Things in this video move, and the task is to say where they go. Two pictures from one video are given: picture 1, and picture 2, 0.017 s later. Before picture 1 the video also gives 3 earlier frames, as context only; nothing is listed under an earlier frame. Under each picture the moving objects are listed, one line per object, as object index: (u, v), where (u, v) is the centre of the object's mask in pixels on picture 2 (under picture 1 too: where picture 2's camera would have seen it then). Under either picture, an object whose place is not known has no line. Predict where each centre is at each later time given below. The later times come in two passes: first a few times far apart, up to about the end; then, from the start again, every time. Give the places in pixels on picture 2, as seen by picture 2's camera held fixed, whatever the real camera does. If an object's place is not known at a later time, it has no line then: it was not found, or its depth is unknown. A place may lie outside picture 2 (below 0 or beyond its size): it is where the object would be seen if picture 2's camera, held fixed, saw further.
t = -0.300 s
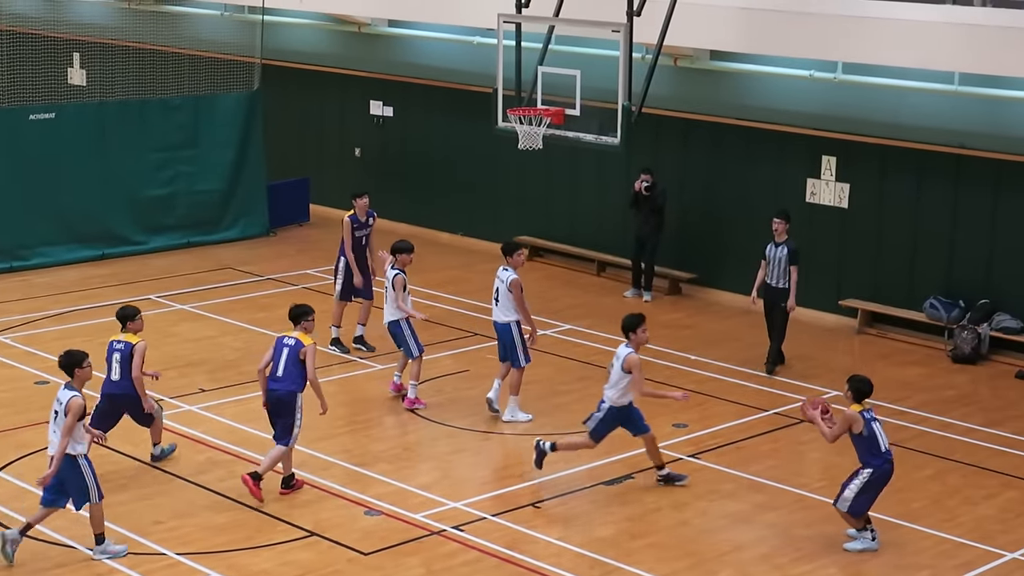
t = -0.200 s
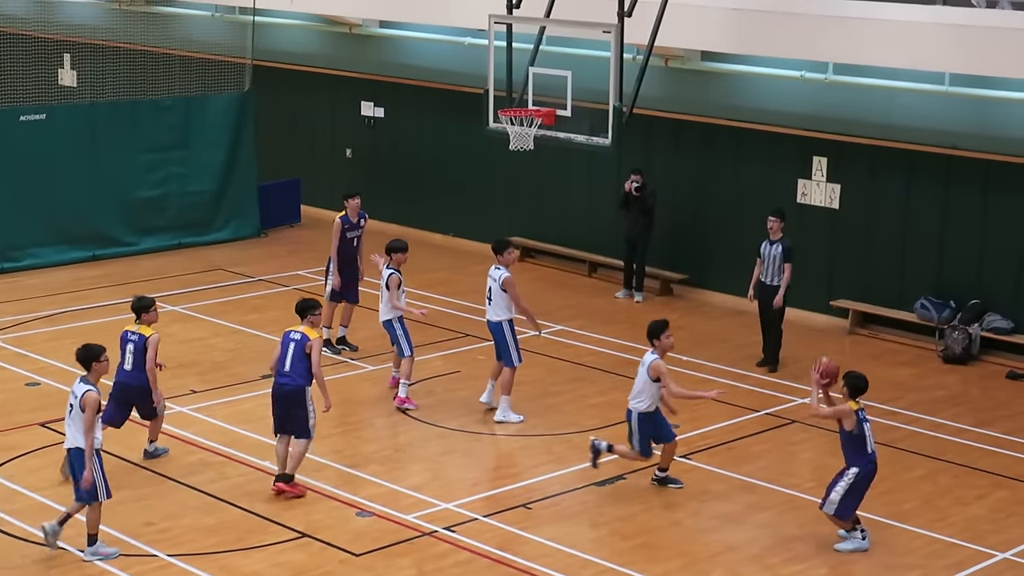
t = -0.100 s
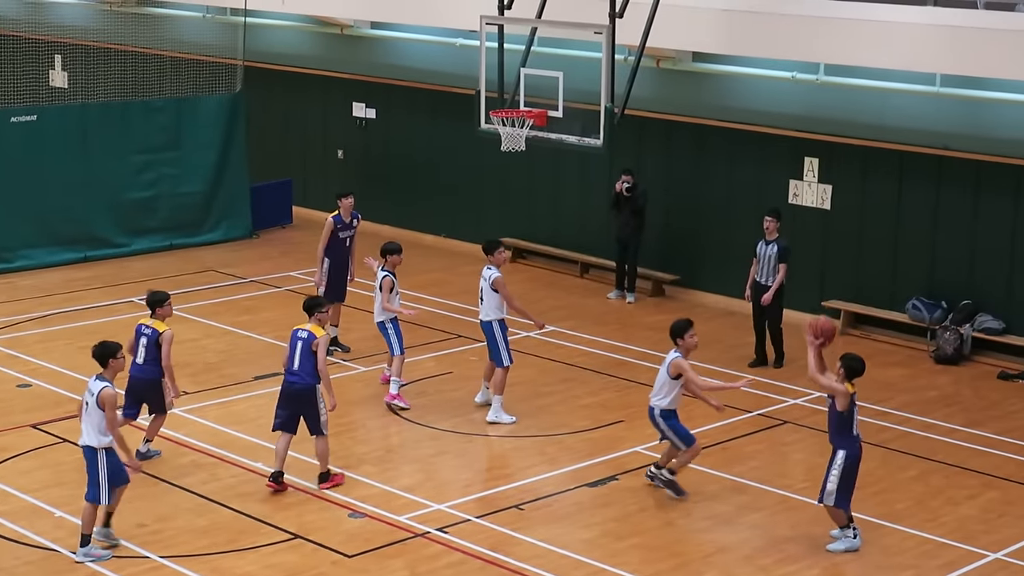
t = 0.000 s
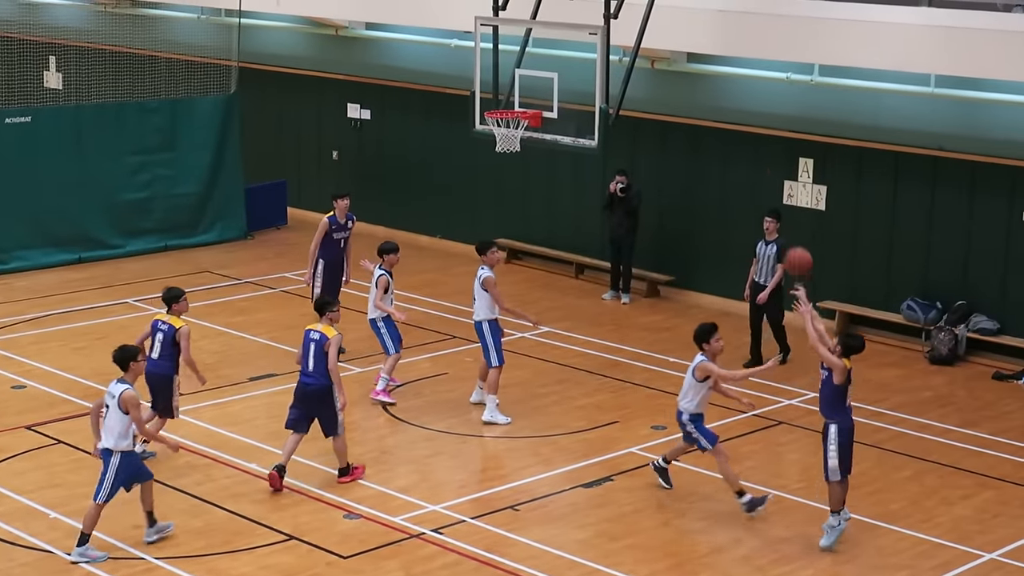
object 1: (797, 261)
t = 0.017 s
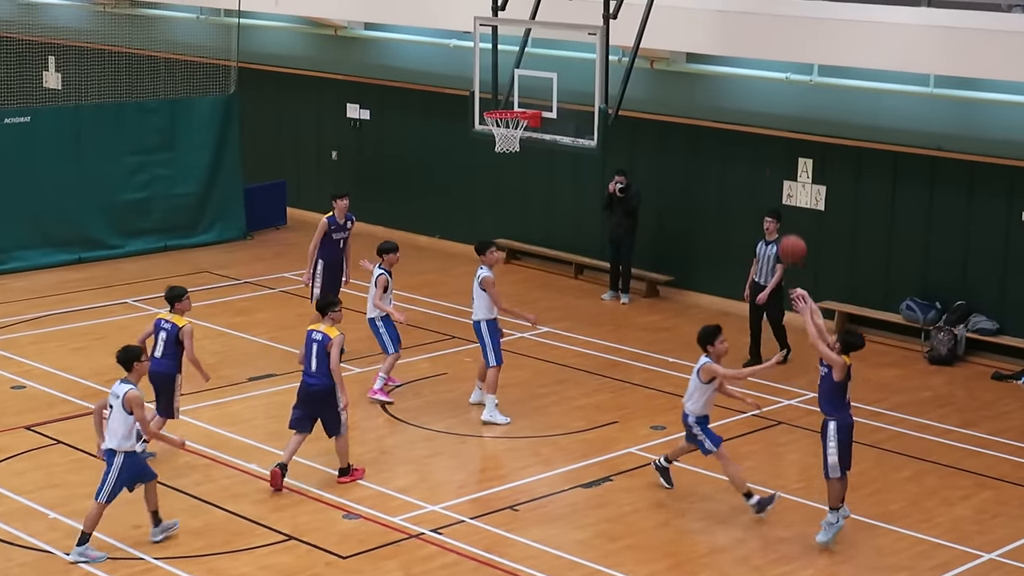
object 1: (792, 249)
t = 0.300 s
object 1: (700, 93)
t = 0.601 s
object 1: (611, 33)
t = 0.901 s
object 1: (531, 69)
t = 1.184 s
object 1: (514, 129)
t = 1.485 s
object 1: (492, 166)
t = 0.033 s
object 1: (787, 236)
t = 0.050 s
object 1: (781, 225)
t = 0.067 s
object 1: (775, 213)
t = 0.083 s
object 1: (769, 202)
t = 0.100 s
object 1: (764, 191)
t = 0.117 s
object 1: (757, 181)
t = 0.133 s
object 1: (753, 172)
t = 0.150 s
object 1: (747, 162)
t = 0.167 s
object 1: (742, 153)
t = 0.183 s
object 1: (737, 144)
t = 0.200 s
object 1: (731, 137)
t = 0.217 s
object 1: (726, 128)
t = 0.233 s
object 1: (721, 120)
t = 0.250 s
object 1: (715, 113)
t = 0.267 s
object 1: (711, 106)
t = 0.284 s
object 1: (705, 99)
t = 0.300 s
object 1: (700, 93)
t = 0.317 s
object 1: (694, 87)
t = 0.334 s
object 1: (689, 82)
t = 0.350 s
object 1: (684, 75)
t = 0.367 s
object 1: (679, 71)
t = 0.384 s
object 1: (674, 68)
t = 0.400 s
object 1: (669, 62)
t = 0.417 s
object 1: (664, 58)
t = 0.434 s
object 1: (659, 54)
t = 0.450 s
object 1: (654, 51)
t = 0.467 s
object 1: (648, 48)
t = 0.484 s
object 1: (644, 45)
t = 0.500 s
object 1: (639, 42)
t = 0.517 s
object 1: (634, 40)
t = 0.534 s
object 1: (629, 38)
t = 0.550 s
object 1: (624, 37)
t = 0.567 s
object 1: (620, 35)
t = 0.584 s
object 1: (615, 34)
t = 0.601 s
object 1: (611, 33)
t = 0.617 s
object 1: (606, 33)
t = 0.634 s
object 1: (601, 33)
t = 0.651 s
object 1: (596, 34)
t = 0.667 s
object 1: (592, 34)
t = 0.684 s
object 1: (587, 35)
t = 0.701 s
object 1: (583, 36)
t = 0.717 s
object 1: (578, 37)
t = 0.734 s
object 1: (574, 39)
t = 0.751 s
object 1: (569, 41)
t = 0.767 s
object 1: (565, 43)
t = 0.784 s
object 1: (561, 45)
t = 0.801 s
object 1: (556, 48)
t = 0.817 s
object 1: (552, 51)
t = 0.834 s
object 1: (547, 55)
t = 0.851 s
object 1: (543, 58)
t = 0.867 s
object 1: (539, 61)
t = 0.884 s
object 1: (535, 66)
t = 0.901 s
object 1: (531, 69)
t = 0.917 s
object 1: (527, 74)
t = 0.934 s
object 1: (522, 79)
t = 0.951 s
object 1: (519, 84)
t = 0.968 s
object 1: (514, 89)
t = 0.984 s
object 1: (510, 94)
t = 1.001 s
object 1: (506, 99)
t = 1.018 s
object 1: (503, 104)
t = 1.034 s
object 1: (500, 107)
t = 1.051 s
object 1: (503, 109)
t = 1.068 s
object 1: (508, 111)
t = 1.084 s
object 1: (511, 112)
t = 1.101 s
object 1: (515, 126)
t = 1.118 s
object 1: (516, 127)
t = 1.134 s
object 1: (515, 128)
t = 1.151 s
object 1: (514, 128)
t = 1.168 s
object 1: (514, 129)
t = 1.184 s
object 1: (514, 129)
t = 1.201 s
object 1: (512, 130)
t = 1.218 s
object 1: (510, 130)
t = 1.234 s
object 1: (508, 131)
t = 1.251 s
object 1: (507, 131)
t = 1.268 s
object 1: (505, 133)
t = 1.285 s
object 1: (502, 134)
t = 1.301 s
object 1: (502, 135)
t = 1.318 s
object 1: (500, 139)
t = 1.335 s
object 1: (499, 143)
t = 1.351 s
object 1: (497, 145)
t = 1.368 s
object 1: (496, 151)
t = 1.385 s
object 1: (495, 152)
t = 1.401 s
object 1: (495, 154)
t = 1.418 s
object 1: (495, 155)
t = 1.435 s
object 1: (495, 157)
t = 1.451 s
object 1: (494, 159)
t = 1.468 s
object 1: (493, 162)
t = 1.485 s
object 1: (492, 166)
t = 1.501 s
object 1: (492, 170)
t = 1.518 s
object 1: (491, 174)
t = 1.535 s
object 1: (490, 178)
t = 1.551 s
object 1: (489, 183)
